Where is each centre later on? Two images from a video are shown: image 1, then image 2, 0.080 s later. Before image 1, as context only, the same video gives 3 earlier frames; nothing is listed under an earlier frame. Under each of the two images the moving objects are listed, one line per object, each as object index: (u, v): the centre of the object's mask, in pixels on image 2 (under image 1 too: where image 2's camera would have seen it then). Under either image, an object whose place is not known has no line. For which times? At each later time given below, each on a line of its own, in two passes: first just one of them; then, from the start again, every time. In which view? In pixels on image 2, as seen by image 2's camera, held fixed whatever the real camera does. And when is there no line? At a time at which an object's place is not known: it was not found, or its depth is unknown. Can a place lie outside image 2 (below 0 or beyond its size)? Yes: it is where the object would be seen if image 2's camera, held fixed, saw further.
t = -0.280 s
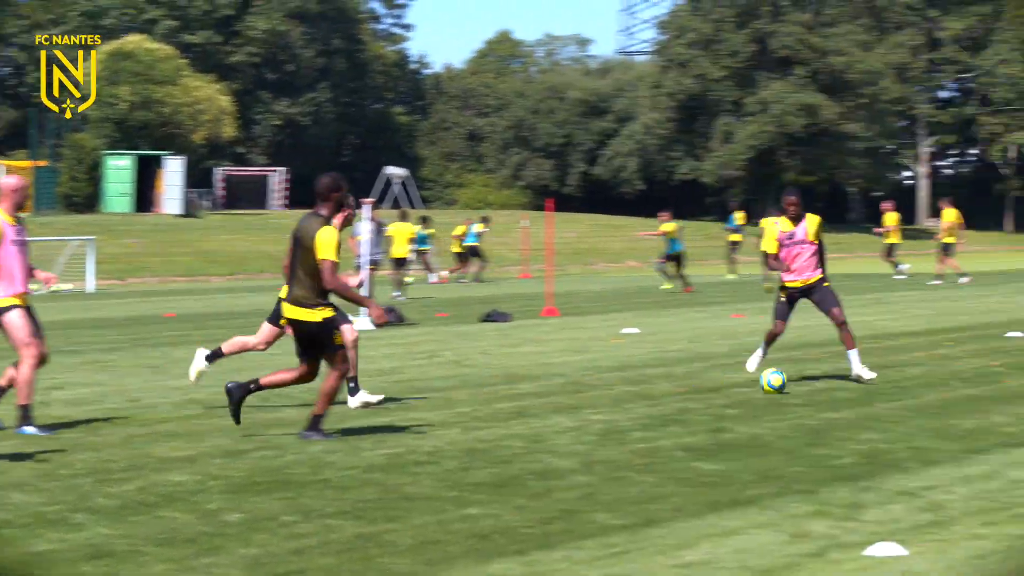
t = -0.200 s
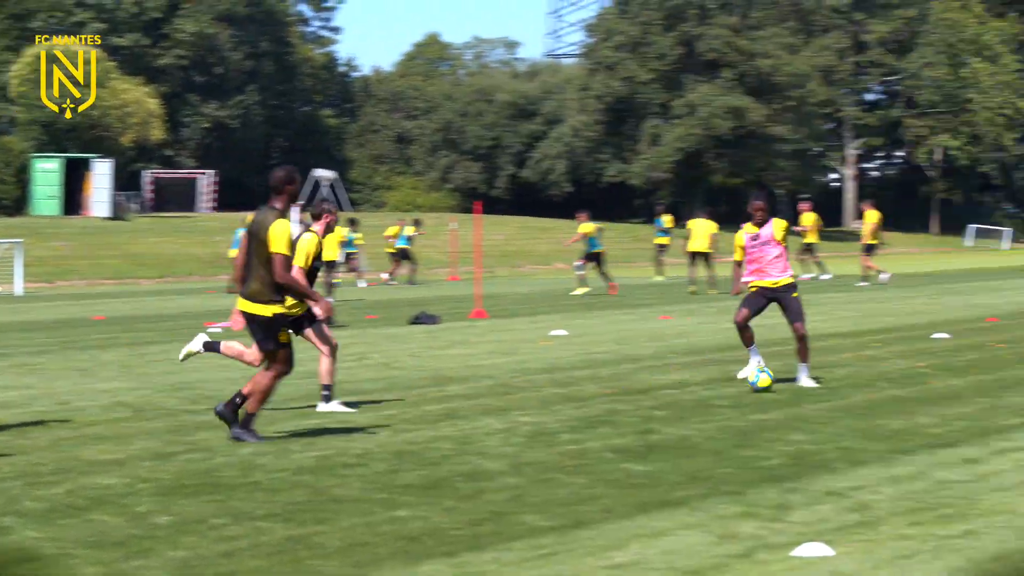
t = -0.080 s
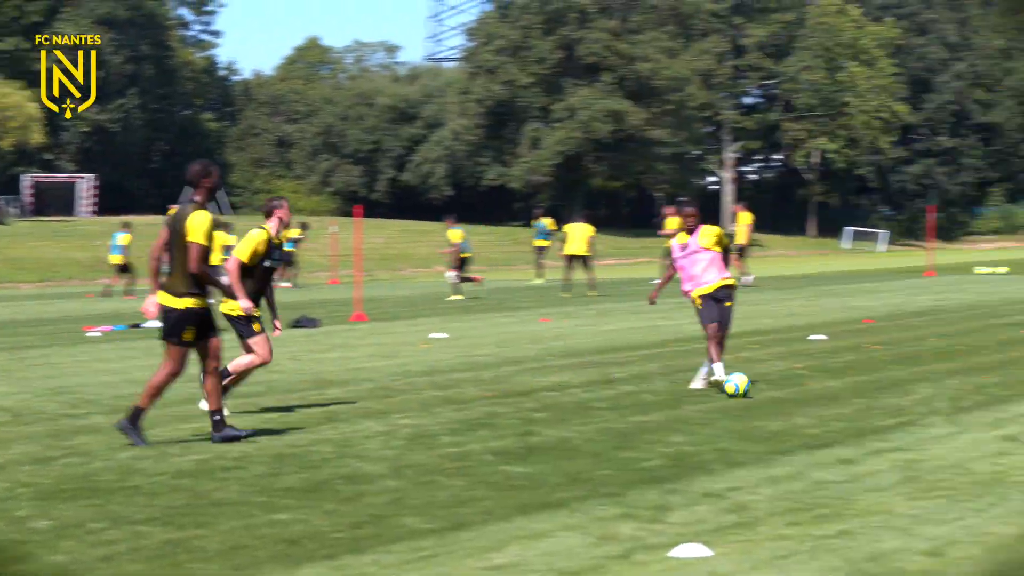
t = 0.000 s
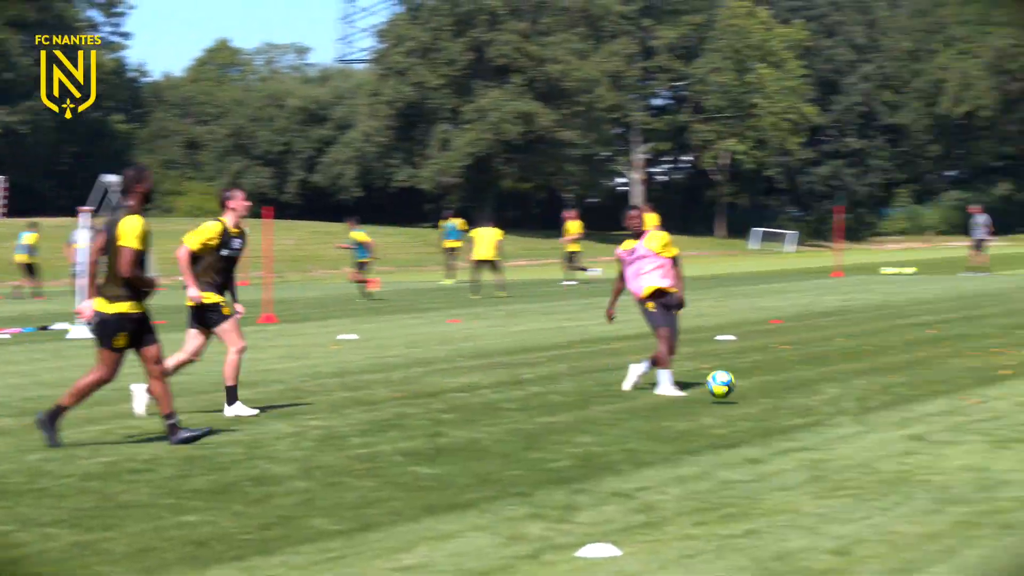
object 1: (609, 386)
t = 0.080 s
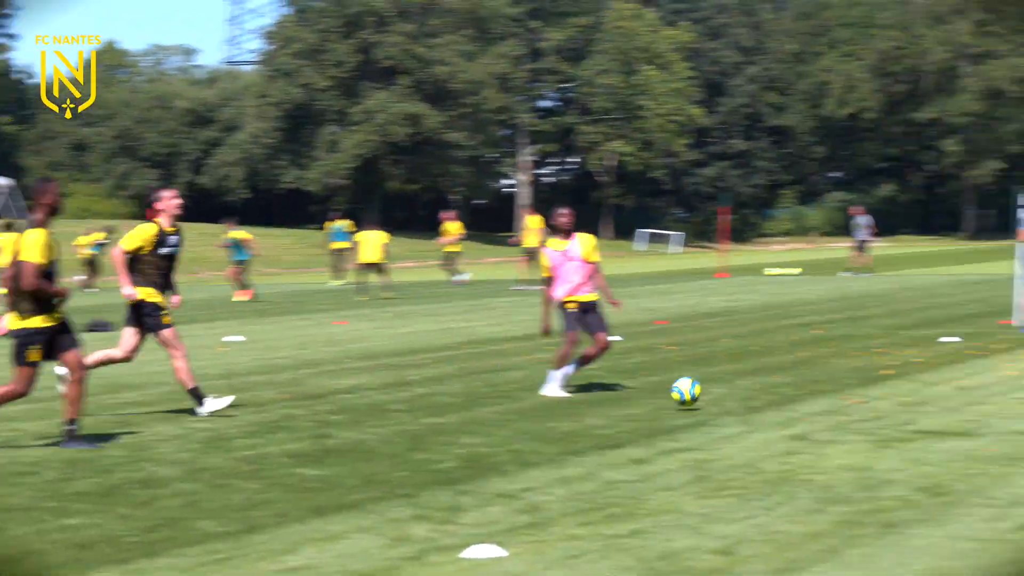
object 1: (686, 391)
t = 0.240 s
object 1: (851, 401)
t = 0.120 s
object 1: (725, 396)
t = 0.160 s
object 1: (768, 403)
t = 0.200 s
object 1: (809, 402)
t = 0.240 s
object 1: (851, 401)
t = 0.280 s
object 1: (894, 402)
